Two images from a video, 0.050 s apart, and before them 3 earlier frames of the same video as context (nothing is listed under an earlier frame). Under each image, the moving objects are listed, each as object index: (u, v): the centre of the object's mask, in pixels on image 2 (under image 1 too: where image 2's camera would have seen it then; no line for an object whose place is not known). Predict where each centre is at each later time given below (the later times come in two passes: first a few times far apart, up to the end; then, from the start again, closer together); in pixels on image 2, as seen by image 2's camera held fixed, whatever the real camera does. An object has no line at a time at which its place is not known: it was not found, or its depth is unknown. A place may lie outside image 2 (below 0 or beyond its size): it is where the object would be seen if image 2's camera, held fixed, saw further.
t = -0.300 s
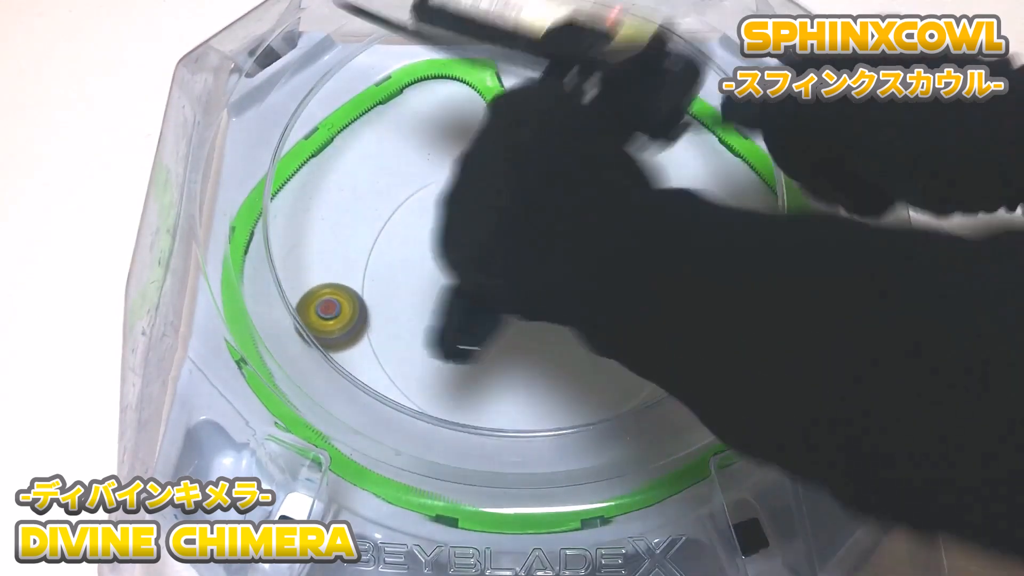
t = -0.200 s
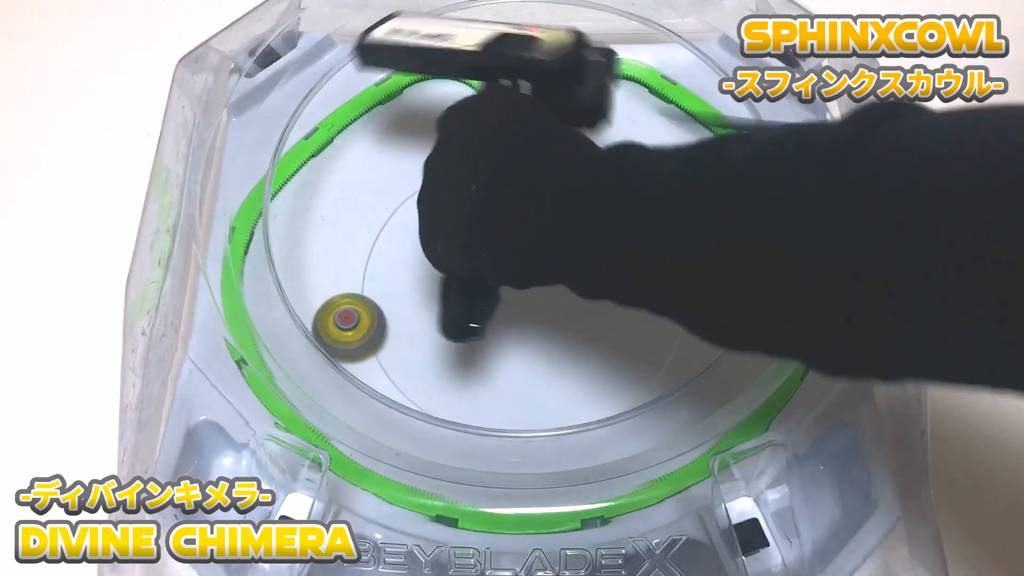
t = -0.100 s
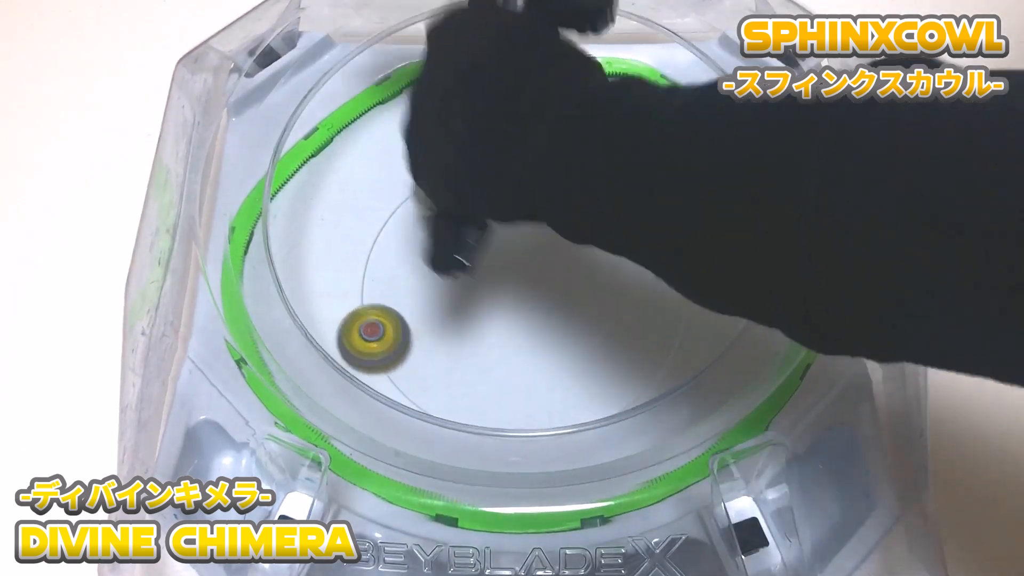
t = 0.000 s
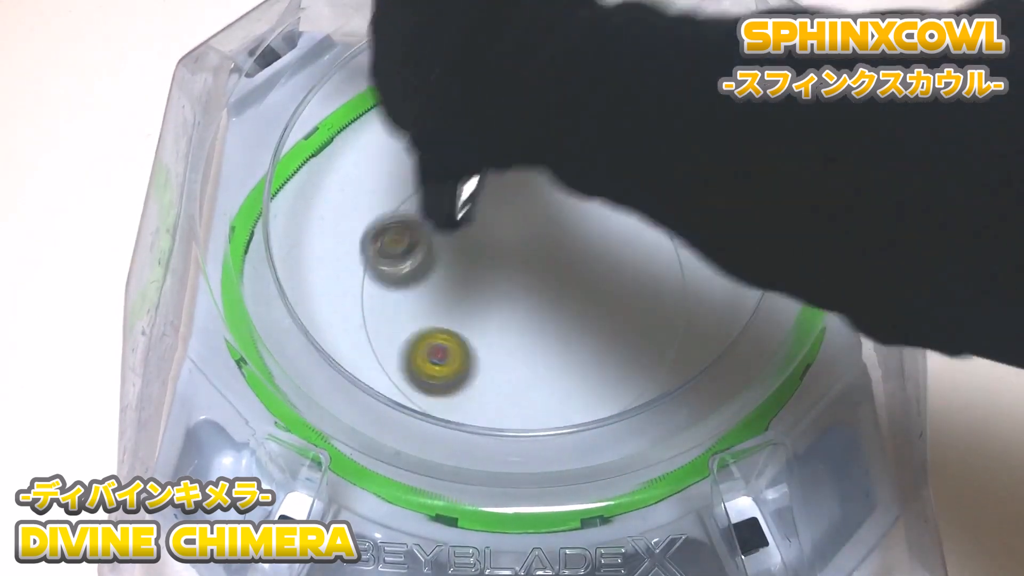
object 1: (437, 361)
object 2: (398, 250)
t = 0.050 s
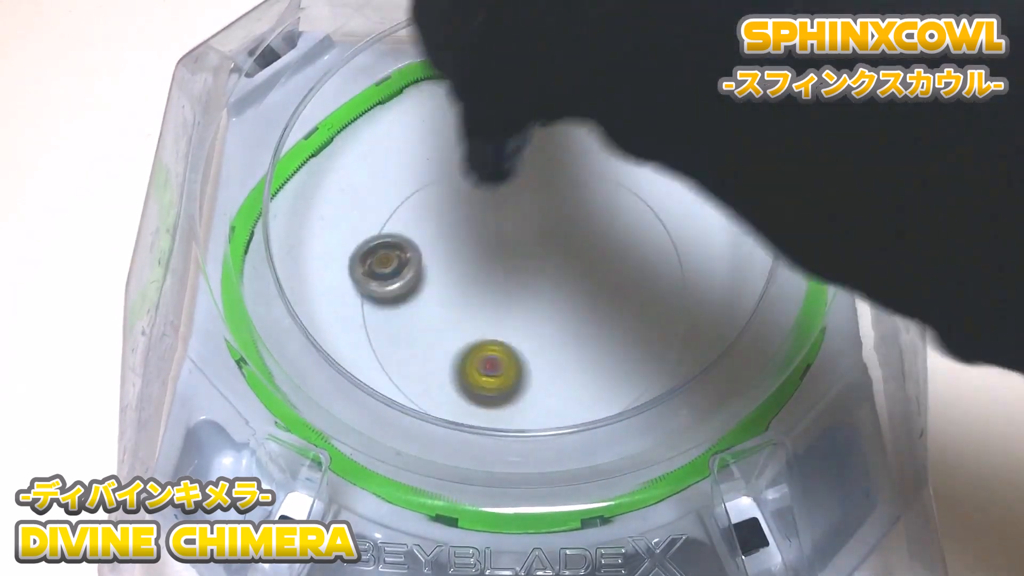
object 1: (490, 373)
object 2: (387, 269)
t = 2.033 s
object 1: (671, 168)
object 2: (407, 329)
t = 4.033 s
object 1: (603, 260)
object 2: (452, 326)
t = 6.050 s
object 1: (319, 267)
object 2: (533, 368)
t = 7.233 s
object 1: (453, 161)
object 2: (573, 217)
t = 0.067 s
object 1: (508, 374)
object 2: (385, 274)
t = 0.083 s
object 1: (528, 373)
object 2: (385, 281)
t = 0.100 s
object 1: (548, 370)
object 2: (385, 289)
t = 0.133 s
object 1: (585, 358)
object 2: (390, 300)
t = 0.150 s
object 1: (601, 350)
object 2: (394, 305)
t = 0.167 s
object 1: (617, 339)
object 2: (400, 312)
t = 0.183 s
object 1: (632, 327)
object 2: (407, 317)
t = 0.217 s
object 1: (655, 300)
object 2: (424, 328)
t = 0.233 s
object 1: (664, 285)
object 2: (434, 333)
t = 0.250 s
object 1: (670, 270)
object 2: (445, 339)
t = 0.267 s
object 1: (675, 254)
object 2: (457, 345)
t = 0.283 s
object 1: (670, 239)
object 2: (469, 351)
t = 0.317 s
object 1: (646, 216)
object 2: (494, 363)
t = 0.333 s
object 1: (635, 203)
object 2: (507, 369)
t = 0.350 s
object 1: (624, 190)
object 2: (521, 375)
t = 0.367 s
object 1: (612, 177)
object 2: (534, 379)
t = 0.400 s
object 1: (584, 155)
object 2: (559, 384)
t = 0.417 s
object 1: (571, 146)
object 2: (571, 384)
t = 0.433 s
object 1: (559, 138)
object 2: (581, 383)
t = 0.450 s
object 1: (547, 130)
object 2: (590, 381)
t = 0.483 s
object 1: (520, 129)
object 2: (605, 373)
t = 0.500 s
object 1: (506, 132)
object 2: (610, 367)
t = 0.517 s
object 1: (492, 136)
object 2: (613, 360)
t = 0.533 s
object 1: (478, 140)
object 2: (615, 353)
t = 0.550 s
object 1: (466, 144)
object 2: (616, 344)
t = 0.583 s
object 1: (445, 153)
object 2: (612, 327)
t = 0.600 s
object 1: (437, 157)
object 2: (608, 317)
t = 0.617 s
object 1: (431, 161)
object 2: (602, 308)
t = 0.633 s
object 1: (425, 165)
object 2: (595, 299)
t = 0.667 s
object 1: (418, 173)
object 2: (578, 281)
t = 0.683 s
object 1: (417, 177)
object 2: (568, 273)
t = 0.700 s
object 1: (415, 182)
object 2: (557, 265)
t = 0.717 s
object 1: (414, 188)
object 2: (545, 257)
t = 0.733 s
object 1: (413, 196)
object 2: (533, 251)
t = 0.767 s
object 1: (410, 214)
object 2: (508, 239)
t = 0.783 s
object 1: (409, 225)
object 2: (495, 235)
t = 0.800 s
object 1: (407, 237)
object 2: (483, 232)
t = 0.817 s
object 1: (406, 251)
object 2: (471, 229)
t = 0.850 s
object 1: (407, 283)
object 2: (447, 226)
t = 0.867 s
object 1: (411, 300)
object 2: (435, 227)
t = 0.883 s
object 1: (417, 317)
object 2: (425, 228)
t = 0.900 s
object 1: (425, 334)
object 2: (416, 231)
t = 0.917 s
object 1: (435, 350)
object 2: (407, 235)
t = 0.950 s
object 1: (462, 378)
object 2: (394, 246)
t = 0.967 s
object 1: (478, 390)
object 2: (389, 252)
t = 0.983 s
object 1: (496, 398)
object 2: (385, 260)
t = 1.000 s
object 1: (515, 403)
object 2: (383, 269)
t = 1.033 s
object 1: (557, 418)
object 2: (382, 289)
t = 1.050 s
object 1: (577, 419)
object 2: (384, 300)
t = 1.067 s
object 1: (596, 410)
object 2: (387, 311)
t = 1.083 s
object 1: (613, 399)
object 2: (391, 322)
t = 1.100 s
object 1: (629, 389)
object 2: (398, 333)
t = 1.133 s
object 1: (659, 360)
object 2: (413, 354)
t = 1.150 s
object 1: (673, 344)
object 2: (422, 363)
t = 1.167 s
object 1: (685, 329)
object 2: (432, 371)
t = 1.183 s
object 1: (696, 315)
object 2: (444, 379)
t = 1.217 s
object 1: (715, 288)
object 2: (469, 389)
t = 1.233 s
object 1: (723, 276)
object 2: (482, 392)
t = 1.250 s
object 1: (729, 266)
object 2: (495, 393)
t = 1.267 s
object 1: (734, 257)
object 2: (508, 393)
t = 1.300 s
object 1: (741, 240)
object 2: (533, 389)
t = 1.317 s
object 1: (742, 234)
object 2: (545, 384)
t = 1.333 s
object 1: (744, 229)
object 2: (557, 378)
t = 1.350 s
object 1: (744, 224)
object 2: (567, 370)
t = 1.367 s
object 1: (744, 221)
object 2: (577, 361)
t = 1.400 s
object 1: (744, 215)
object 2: (593, 342)
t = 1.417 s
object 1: (743, 212)
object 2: (599, 331)
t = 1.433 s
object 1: (743, 210)
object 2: (603, 319)
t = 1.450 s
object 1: (742, 207)
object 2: (606, 307)
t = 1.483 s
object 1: (741, 203)
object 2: (607, 283)
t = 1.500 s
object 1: (740, 200)
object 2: (605, 271)
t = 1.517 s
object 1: (739, 198)
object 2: (602, 259)
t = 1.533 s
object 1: (737, 196)
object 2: (597, 249)
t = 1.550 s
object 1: (736, 194)
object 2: (592, 238)
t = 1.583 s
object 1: (734, 190)
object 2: (577, 218)
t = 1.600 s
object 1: (732, 188)
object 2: (568, 210)
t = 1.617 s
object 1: (731, 187)
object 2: (558, 201)
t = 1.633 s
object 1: (729, 185)
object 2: (547, 194)
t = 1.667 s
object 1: (725, 182)
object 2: (524, 182)
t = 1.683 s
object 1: (723, 181)
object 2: (511, 178)
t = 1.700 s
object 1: (721, 180)
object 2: (497, 174)
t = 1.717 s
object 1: (719, 178)
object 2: (483, 172)
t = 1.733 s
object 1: (717, 178)
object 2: (470, 171)
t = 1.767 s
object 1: (712, 176)
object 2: (443, 171)
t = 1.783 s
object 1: (710, 175)
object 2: (431, 173)
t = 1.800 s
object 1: (708, 174)
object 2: (419, 176)
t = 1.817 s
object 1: (706, 173)
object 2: (409, 181)
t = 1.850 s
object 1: (701, 172)
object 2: (395, 201)
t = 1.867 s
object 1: (699, 171)
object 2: (391, 212)
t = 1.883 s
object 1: (696, 171)
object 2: (387, 223)
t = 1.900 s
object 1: (694, 170)
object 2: (384, 236)
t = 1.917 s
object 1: (691, 170)
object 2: (382, 248)
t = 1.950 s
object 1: (686, 169)
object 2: (383, 273)
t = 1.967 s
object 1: (683, 169)
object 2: (385, 285)
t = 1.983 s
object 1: (680, 168)
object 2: (388, 297)
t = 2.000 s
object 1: (678, 168)
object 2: (393, 308)
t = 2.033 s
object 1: (671, 168)
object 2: (407, 329)
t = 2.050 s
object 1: (668, 168)
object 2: (416, 337)
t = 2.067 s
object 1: (665, 168)
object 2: (427, 345)
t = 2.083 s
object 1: (662, 168)
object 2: (438, 351)
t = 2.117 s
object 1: (656, 169)
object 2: (464, 360)
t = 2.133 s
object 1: (653, 169)
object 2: (477, 363)
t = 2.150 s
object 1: (650, 169)
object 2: (491, 364)
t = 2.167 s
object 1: (648, 169)
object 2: (505, 364)
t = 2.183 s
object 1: (645, 170)
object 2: (519, 362)
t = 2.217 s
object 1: (638, 170)
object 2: (546, 354)
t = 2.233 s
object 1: (635, 170)
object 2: (558, 347)
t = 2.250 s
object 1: (632, 170)
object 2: (569, 340)
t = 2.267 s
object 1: (629, 170)
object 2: (580, 332)
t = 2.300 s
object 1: (622, 169)
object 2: (597, 312)
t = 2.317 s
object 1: (618, 169)
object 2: (604, 301)
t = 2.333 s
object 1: (614, 169)
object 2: (610, 290)
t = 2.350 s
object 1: (608, 169)
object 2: (613, 278)
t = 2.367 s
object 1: (601, 168)
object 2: (616, 265)
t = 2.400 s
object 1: (582, 169)
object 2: (617, 241)
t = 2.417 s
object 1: (570, 169)
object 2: (615, 230)
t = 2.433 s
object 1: (557, 171)
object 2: (611, 218)
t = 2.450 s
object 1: (543, 174)
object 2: (607, 208)
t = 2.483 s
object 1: (511, 182)
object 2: (594, 188)
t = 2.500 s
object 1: (495, 189)
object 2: (586, 179)
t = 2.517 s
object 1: (479, 198)
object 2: (576, 171)
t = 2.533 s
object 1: (465, 208)
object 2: (566, 164)
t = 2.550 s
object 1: (451, 219)
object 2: (555, 158)
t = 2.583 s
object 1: (427, 246)
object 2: (532, 148)
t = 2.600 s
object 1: (417, 261)
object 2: (519, 144)
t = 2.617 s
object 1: (409, 277)
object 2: (506, 141)
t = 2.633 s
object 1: (403, 294)
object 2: (494, 138)
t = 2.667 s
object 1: (397, 329)
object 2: (469, 136)
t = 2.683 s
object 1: (397, 347)
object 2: (459, 136)
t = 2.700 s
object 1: (400, 364)
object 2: (448, 136)
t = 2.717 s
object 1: (405, 381)
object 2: (438, 137)
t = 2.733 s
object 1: (420, 392)
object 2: (428, 139)
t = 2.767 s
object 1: (454, 413)
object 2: (412, 143)
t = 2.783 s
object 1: (475, 417)
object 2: (406, 146)
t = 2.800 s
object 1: (496, 422)
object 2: (400, 149)
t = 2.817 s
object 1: (516, 425)
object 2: (394, 152)
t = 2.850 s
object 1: (557, 421)
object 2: (385, 160)
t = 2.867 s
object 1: (577, 417)
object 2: (382, 164)
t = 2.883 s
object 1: (595, 408)
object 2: (379, 168)
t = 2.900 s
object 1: (610, 398)
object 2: (377, 173)
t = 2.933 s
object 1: (636, 379)
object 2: (375, 183)
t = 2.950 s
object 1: (646, 369)
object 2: (375, 188)
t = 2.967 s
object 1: (654, 360)
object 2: (376, 193)
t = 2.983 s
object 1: (660, 350)
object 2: (377, 198)
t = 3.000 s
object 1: (665, 340)
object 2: (379, 204)
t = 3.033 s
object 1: (669, 321)
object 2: (386, 218)
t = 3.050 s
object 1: (670, 311)
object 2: (392, 225)
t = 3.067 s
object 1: (669, 302)
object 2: (398, 233)
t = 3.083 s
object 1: (666, 293)
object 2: (406, 242)
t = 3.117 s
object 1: (658, 274)
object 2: (424, 260)
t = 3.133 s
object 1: (652, 264)
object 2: (436, 269)
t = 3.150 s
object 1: (644, 255)
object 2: (448, 279)
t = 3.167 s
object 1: (635, 245)
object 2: (461, 289)
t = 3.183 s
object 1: (624, 236)
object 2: (475, 298)
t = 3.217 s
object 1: (597, 220)
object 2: (504, 315)
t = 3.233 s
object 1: (582, 214)
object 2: (519, 321)
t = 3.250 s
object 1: (565, 208)
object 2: (534, 326)
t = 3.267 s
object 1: (549, 204)
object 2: (550, 330)
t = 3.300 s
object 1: (515, 201)
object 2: (578, 335)
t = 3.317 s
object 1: (497, 201)
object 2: (591, 336)
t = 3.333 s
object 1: (481, 204)
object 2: (603, 335)
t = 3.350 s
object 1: (465, 208)
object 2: (614, 333)
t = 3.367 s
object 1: (449, 213)
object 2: (624, 330)
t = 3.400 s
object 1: (421, 228)
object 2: (641, 320)
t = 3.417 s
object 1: (407, 237)
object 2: (647, 314)
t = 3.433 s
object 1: (395, 248)
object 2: (652, 307)
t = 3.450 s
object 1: (384, 261)
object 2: (654, 300)
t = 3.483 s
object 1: (367, 288)
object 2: (656, 283)
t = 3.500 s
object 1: (366, 303)
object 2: (655, 274)
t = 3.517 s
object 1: (372, 318)
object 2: (652, 264)
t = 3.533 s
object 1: (378, 334)
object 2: (647, 255)
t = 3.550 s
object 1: (384, 348)
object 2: (642, 246)
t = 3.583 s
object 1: (406, 374)
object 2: (628, 228)
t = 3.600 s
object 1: (423, 385)
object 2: (619, 219)
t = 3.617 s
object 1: (437, 396)
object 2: (610, 211)
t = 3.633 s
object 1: (452, 405)
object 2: (599, 203)
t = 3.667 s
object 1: (481, 419)
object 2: (577, 190)
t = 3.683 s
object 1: (494, 424)
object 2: (564, 186)
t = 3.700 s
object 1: (508, 425)
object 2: (553, 182)
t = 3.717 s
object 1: (522, 424)
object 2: (540, 179)
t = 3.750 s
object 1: (546, 419)
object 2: (517, 178)
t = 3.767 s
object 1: (557, 415)
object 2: (505, 180)
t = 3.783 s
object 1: (565, 412)
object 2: (494, 182)
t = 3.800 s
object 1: (573, 407)
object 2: (483, 186)
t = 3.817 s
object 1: (579, 402)
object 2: (473, 191)
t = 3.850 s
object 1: (593, 390)
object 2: (456, 205)
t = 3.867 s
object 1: (601, 383)
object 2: (449, 213)
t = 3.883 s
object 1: (607, 373)
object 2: (443, 222)
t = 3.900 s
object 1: (614, 362)
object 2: (438, 233)
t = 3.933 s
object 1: (621, 338)
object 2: (432, 256)
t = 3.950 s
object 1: (622, 326)
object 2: (432, 268)
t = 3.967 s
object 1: (622, 313)
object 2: (433, 279)
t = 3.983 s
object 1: (621, 300)
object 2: (435, 292)
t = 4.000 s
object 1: (617, 286)
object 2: (439, 303)
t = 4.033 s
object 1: (603, 260)
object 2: (452, 326)
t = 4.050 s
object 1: (595, 249)
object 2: (460, 336)
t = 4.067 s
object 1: (584, 238)
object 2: (470, 345)
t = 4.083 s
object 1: (573, 227)
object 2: (480, 353)
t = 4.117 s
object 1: (547, 210)
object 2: (504, 367)
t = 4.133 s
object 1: (533, 203)
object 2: (517, 371)
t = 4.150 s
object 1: (519, 198)
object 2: (532, 375)
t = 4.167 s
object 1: (504, 194)
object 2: (545, 377)
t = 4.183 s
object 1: (489, 192)
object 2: (559, 378)
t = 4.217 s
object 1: (458, 192)
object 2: (586, 376)
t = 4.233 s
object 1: (444, 195)
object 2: (598, 372)
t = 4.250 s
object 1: (429, 199)
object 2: (610, 368)
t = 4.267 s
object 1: (415, 204)
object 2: (621, 361)
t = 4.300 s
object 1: (387, 218)
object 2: (638, 347)
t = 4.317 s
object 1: (381, 232)
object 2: (645, 338)
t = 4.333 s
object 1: (376, 248)
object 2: (651, 328)
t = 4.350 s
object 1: (372, 262)
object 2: (656, 319)
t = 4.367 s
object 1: (368, 277)
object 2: (659, 309)
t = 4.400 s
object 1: (372, 309)
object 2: (661, 289)
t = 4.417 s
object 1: (376, 324)
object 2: (660, 279)
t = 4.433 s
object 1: (381, 338)
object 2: (658, 269)
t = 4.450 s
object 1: (387, 351)
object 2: (654, 261)
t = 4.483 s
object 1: (402, 371)
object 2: (643, 245)
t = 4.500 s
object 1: (410, 381)
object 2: (635, 237)
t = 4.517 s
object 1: (420, 390)
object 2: (626, 230)
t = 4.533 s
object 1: (432, 398)
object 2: (615, 225)
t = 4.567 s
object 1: (458, 409)
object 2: (592, 215)
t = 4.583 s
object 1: (472, 414)
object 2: (579, 212)
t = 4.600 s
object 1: (487, 415)
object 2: (566, 210)
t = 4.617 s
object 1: (502, 415)
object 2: (553, 209)
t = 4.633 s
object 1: (516, 414)
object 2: (539, 208)
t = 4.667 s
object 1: (547, 403)
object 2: (512, 210)
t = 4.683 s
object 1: (562, 397)
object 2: (499, 213)
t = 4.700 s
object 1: (577, 390)
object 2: (487, 217)
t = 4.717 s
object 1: (591, 379)
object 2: (475, 221)
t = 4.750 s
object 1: (614, 352)
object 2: (454, 233)
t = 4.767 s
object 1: (622, 338)
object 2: (446, 241)
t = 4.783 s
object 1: (628, 323)
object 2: (438, 249)
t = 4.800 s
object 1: (632, 308)
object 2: (433, 257)
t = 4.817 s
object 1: (634, 292)
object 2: (428, 267)
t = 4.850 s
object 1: (633, 261)
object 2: (422, 286)
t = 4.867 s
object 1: (629, 245)
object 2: (422, 295)
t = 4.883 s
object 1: (624, 231)
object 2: (423, 305)
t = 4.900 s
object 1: (616, 217)
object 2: (426, 315)
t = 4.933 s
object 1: (599, 192)
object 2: (435, 334)
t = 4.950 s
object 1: (587, 182)
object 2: (442, 343)
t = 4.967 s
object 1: (575, 171)
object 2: (450, 352)
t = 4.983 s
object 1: (562, 163)
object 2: (459, 360)
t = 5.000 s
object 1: (549, 156)
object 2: (468, 366)
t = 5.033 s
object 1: (520, 144)
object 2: (489, 379)
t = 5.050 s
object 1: (505, 140)
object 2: (501, 383)
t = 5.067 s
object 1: (489, 136)
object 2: (513, 387)
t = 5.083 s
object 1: (473, 134)
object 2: (525, 389)
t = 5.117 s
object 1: (444, 132)
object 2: (549, 390)
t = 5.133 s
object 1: (431, 132)
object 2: (560, 388)
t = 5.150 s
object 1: (420, 132)
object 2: (571, 386)
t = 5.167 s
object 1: (410, 133)
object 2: (581, 381)
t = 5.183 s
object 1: (400, 134)
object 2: (589, 376)
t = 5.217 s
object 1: (385, 139)
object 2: (604, 362)
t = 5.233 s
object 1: (378, 141)
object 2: (609, 354)
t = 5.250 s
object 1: (372, 145)
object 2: (613, 345)
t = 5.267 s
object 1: (367, 149)
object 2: (616, 336)
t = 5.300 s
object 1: (357, 156)
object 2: (617, 316)
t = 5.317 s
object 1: (353, 159)
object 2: (616, 305)
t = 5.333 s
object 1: (349, 162)
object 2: (614, 295)
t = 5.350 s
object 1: (346, 165)
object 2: (611, 284)
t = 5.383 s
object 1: (341, 170)
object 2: (600, 265)
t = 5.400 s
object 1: (338, 172)
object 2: (594, 256)
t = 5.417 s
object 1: (336, 175)
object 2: (587, 248)
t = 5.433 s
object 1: (334, 177)
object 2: (579, 240)
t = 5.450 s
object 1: (332, 180)
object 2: (570, 234)
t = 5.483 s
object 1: (329, 184)
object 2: (551, 223)
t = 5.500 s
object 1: (327, 186)
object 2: (541, 219)
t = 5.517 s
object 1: (326, 189)
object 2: (530, 216)
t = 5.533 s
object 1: (324, 191)
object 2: (519, 214)
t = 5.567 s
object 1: (322, 196)
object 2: (498, 214)
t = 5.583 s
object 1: (321, 198)
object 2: (488, 215)
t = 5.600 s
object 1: (320, 201)
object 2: (478, 217)
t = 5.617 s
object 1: (319, 203)
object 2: (468, 220)
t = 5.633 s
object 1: (318, 205)
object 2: (459, 224)
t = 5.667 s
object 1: (316, 210)
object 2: (443, 235)
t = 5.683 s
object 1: (316, 213)
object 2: (436, 242)
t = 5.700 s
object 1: (316, 215)
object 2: (430, 249)
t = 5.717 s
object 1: (315, 218)
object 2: (425, 257)
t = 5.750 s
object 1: (314, 223)
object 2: (418, 273)
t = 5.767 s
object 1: (314, 225)
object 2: (416, 281)
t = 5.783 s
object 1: (314, 228)
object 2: (415, 291)
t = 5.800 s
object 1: (313, 230)
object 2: (415, 299)
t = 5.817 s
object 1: (313, 233)
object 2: (417, 309)
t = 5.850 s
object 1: (313, 238)
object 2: (423, 326)
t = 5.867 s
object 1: (313, 240)
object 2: (428, 335)
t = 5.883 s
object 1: (313, 243)
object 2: (433, 342)
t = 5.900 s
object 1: (313, 245)
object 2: (440, 350)
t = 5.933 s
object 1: (314, 251)
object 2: (457, 362)
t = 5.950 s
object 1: (314, 253)
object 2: (467, 366)
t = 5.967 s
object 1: (315, 256)
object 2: (478, 370)
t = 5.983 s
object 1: (315, 258)
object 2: (488, 372)
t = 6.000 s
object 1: (316, 260)
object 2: (500, 373)
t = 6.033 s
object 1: (318, 264)
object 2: (522, 371)
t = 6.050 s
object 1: (319, 267)
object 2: (533, 368)
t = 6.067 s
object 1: (319, 269)
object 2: (543, 364)
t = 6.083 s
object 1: (320, 271)
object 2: (553, 359)
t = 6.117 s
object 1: (323, 275)
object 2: (570, 346)
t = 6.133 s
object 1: (324, 277)
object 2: (577, 338)
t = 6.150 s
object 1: (325, 280)
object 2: (583, 330)
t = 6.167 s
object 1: (326, 282)
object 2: (587, 321)
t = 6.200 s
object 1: (329, 287)
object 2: (593, 302)
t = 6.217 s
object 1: (331, 289)
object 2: (594, 293)
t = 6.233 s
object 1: (332, 292)
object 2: (594, 283)
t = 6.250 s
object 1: (334, 294)
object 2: (593, 273)
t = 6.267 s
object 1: (336, 297)
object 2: (590, 264)
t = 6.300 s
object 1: (340, 301)
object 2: (583, 247)
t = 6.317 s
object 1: (342, 305)
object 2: (577, 238)
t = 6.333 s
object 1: (344, 308)
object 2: (572, 231)
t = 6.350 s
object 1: (347, 311)
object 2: (565, 224)
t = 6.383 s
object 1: (353, 317)
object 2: (550, 212)
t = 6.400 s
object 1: (356, 321)
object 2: (541, 207)
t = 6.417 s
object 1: (358, 323)
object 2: (532, 203)
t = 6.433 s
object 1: (362, 327)
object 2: (522, 201)
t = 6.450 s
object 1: (366, 331)
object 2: (513, 199)
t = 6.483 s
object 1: (377, 341)
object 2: (494, 198)
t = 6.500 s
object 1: (385, 348)
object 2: (484, 199)
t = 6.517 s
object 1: (395, 354)
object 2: (475, 201)
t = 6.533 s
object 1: (405, 362)
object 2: (467, 204)
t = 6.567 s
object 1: (432, 377)
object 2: (453, 212)
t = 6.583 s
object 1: (446, 384)
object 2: (447, 218)
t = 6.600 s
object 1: (463, 389)
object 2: (442, 224)
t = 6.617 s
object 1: (480, 394)
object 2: (439, 231)
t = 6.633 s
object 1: (498, 396)
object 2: (436, 239)
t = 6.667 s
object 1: (533, 395)
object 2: (435, 256)
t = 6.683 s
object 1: (550, 392)
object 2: (436, 264)
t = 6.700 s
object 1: (567, 386)
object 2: (438, 272)
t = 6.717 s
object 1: (583, 379)
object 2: (441, 281)
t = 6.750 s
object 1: (609, 362)
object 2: (450, 297)
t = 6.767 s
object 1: (621, 351)
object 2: (457, 305)
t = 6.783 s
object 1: (631, 339)
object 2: (463, 311)
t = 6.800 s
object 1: (639, 326)
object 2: (471, 317)
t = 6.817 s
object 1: (646, 313)
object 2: (479, 322)
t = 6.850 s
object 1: (655, 284)
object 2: (496, 330)
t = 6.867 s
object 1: (657, 270)
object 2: (505, 333)
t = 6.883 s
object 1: (658, 255)
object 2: (514, 334)
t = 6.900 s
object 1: (657, 241)
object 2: (523, 335)
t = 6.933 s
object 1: (650, 212)
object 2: (541, 332)
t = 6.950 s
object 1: (643, 199)
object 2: (549, 330)
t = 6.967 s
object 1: (631, 189)
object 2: (556, 326)
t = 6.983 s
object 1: (618, 182)
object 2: (563, 321)
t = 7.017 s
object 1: (591, 168)
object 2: (575, 310)
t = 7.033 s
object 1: (577, 161)
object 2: (580, 303)
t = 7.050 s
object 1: (564, 156)
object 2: (584, 297)
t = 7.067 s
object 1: (551, 151)
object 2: (587, 289)
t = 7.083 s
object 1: (540, 148)
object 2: (589, 281)
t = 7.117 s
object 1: (517, 145)
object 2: (591, 265)
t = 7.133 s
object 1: (505, 145)
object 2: (591, 257)
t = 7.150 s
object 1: (494, 146)
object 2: (590, 249)
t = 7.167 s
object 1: (484, 148)
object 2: (588, 242)
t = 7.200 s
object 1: (466, 154)
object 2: (582, 228)
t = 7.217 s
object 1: (459, 157)
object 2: (578, 222)
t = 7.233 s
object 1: (453, 161)
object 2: (573, 217)
